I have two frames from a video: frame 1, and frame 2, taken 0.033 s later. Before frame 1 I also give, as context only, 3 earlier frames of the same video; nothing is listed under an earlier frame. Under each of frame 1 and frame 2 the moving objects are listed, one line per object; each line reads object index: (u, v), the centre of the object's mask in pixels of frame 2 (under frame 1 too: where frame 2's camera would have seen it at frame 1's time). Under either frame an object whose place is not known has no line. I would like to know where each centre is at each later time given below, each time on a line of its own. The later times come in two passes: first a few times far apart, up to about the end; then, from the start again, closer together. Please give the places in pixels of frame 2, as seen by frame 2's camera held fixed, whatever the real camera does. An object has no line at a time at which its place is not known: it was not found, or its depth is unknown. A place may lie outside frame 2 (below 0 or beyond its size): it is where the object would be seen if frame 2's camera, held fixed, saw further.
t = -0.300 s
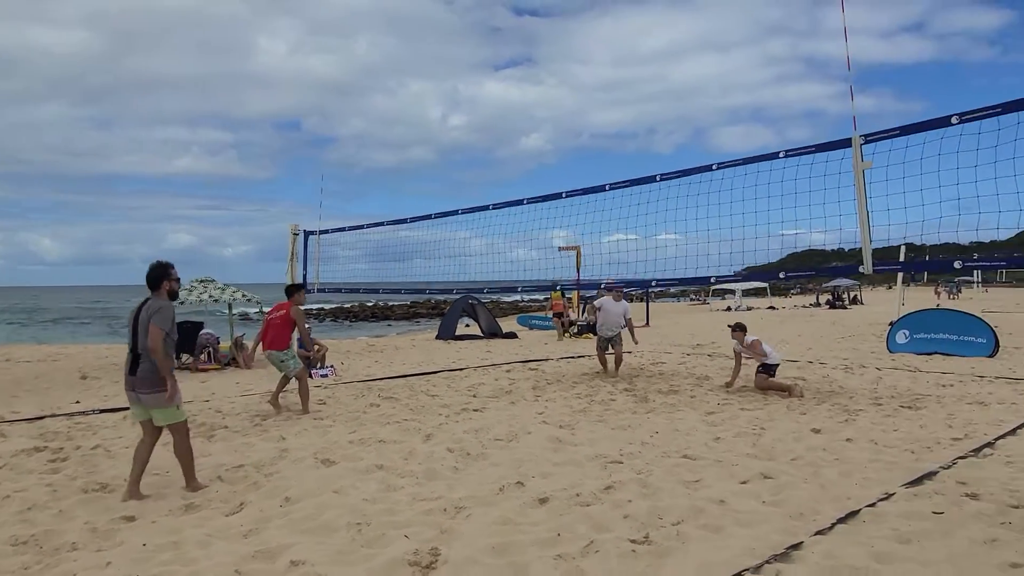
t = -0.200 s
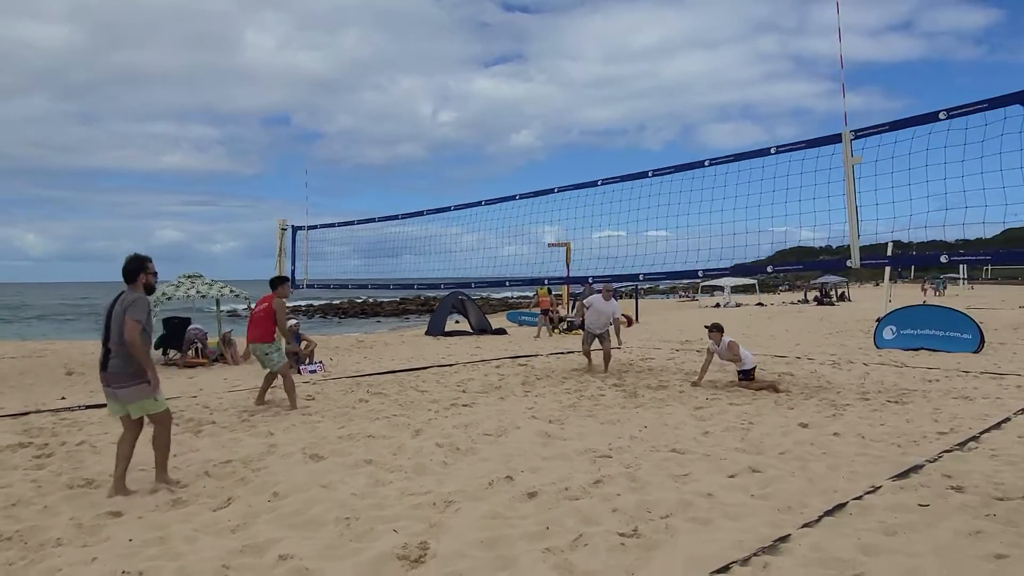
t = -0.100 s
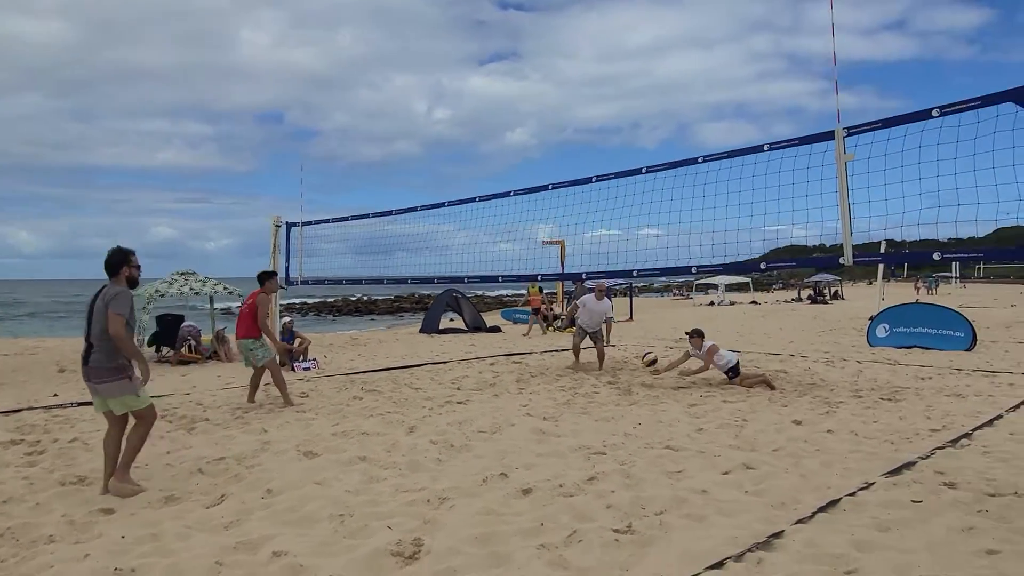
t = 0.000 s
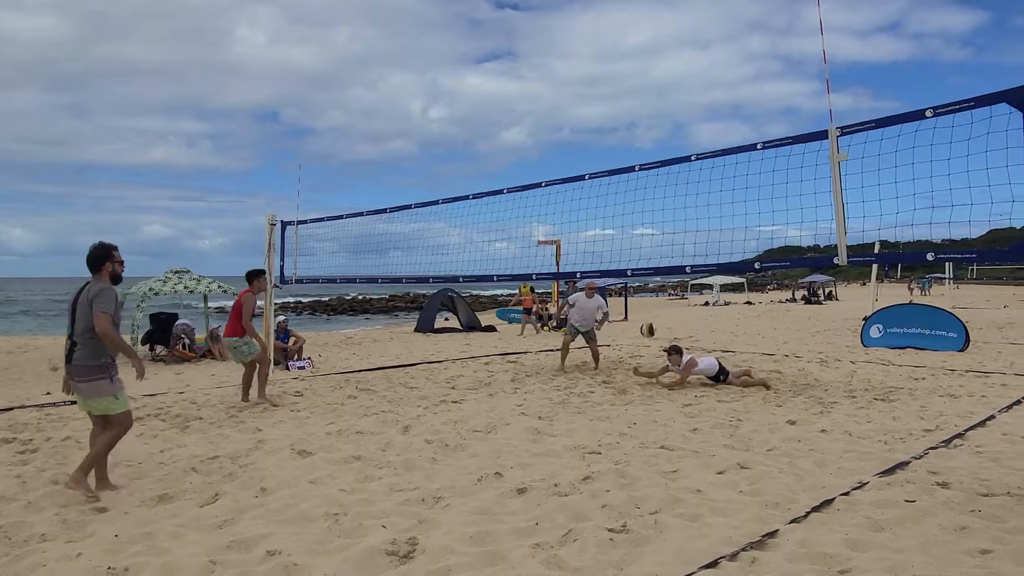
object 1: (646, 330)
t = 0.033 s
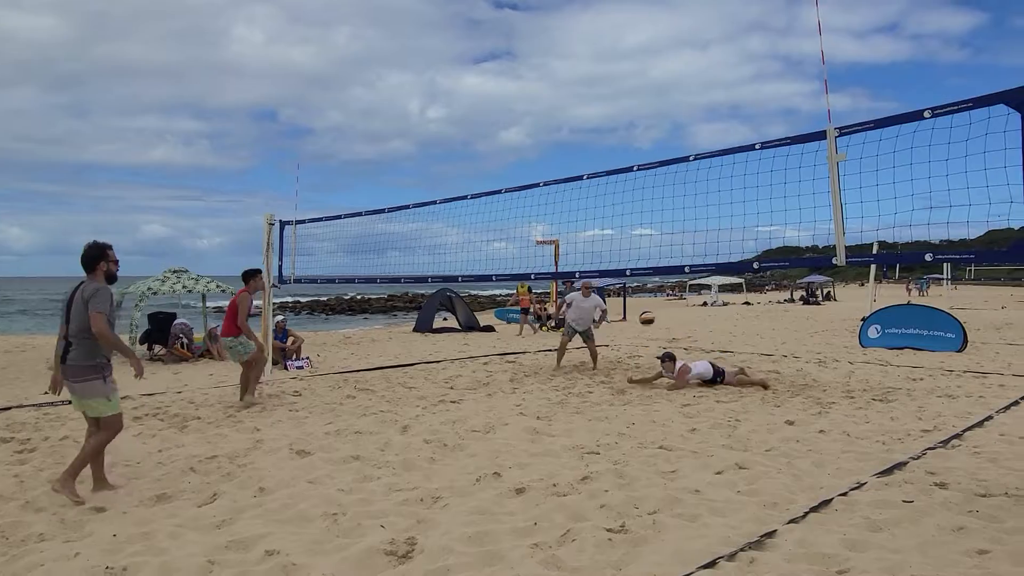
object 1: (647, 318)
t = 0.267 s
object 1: (648, 259)
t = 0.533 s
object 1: (647, 239)
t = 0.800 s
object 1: (645, 266)
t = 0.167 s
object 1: (647, 282)
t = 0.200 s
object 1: (648, 267)
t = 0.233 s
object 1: (647, 265)
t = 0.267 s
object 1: (648, 259)
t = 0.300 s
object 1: (647, 254)
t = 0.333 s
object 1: (647, 249)
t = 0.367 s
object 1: (647, 246)
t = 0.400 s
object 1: (648, 243)
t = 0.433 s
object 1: (648, 240)
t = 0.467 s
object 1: (647, 240)
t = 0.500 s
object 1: (647, 239)
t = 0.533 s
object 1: (647, 239)
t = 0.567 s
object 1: (647, 240)
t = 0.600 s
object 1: (647, 243)
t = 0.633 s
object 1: (647, 245)
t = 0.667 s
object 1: (647, 248)
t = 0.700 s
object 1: (647, 254)
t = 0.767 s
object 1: (646, 263)
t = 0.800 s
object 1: (645, 266)
